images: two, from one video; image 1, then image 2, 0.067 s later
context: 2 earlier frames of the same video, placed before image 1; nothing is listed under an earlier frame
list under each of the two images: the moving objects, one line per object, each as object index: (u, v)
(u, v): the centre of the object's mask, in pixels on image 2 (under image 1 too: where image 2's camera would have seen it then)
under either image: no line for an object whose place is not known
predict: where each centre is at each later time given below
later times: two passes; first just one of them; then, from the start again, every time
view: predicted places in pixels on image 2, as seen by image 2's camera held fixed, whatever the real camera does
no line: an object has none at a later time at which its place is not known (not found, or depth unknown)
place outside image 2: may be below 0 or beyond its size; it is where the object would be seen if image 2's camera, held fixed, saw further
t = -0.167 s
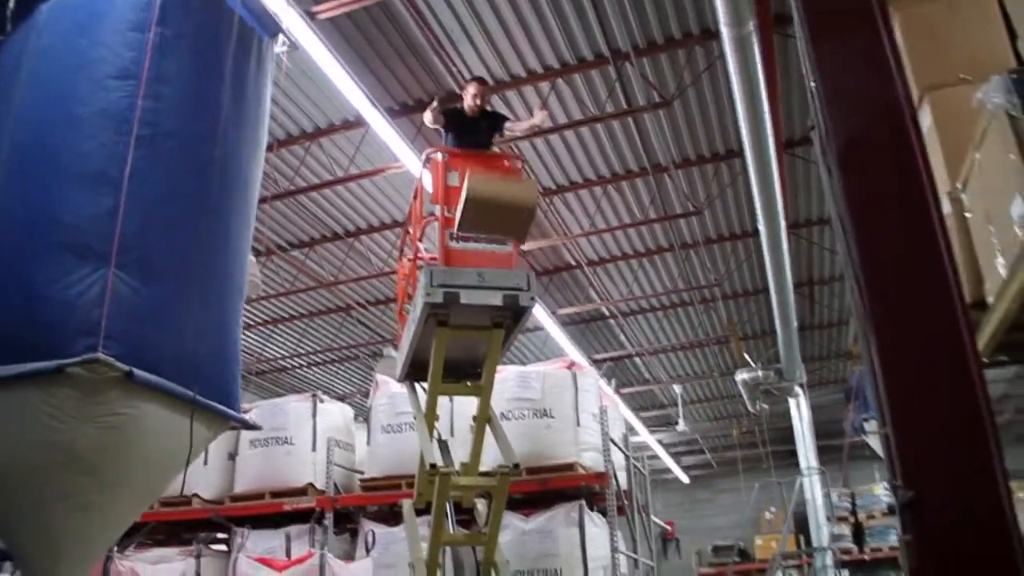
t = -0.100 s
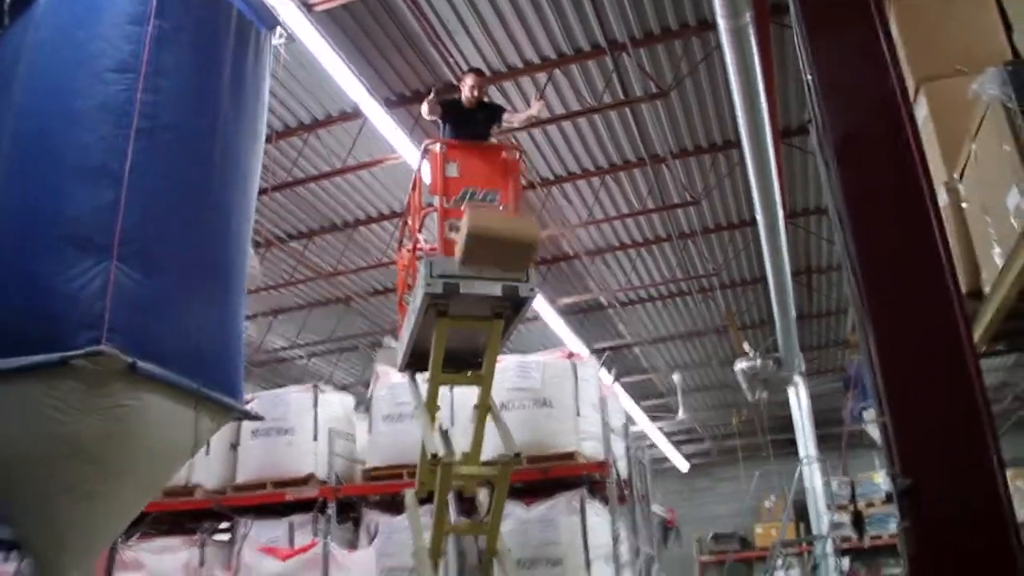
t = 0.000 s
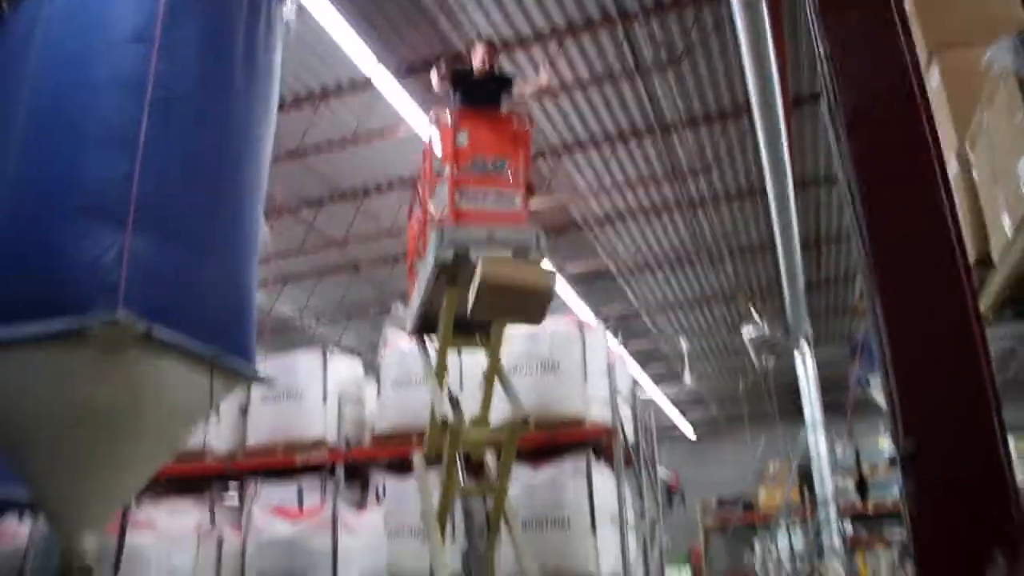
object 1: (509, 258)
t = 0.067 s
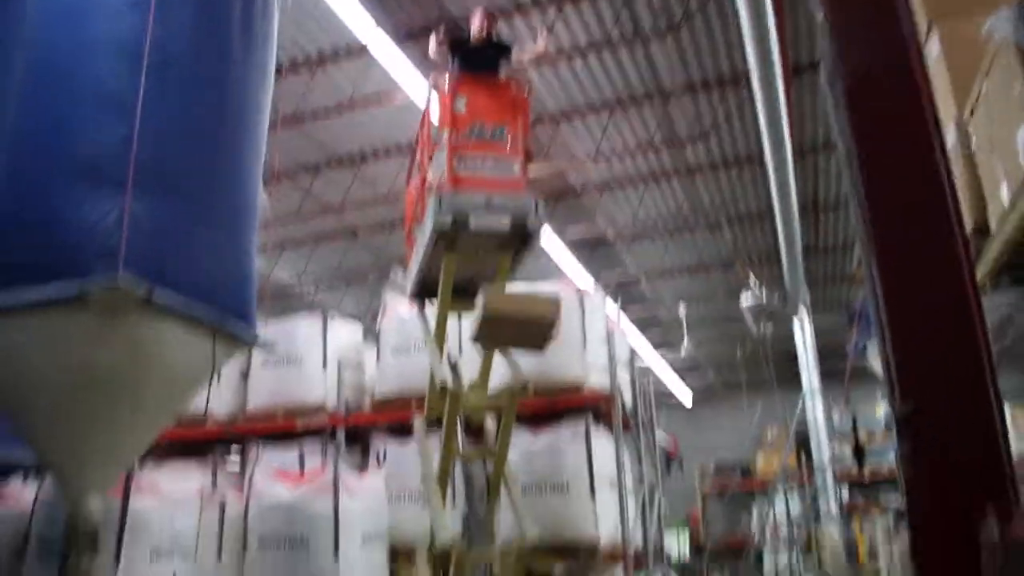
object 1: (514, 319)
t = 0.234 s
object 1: (530, 524)
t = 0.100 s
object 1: (519, 354)
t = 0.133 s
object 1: (517, 397)
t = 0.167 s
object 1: (520, 433)
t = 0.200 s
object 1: (528, 477)
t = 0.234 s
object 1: (530, 524)
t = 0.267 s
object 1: (534, 573)
